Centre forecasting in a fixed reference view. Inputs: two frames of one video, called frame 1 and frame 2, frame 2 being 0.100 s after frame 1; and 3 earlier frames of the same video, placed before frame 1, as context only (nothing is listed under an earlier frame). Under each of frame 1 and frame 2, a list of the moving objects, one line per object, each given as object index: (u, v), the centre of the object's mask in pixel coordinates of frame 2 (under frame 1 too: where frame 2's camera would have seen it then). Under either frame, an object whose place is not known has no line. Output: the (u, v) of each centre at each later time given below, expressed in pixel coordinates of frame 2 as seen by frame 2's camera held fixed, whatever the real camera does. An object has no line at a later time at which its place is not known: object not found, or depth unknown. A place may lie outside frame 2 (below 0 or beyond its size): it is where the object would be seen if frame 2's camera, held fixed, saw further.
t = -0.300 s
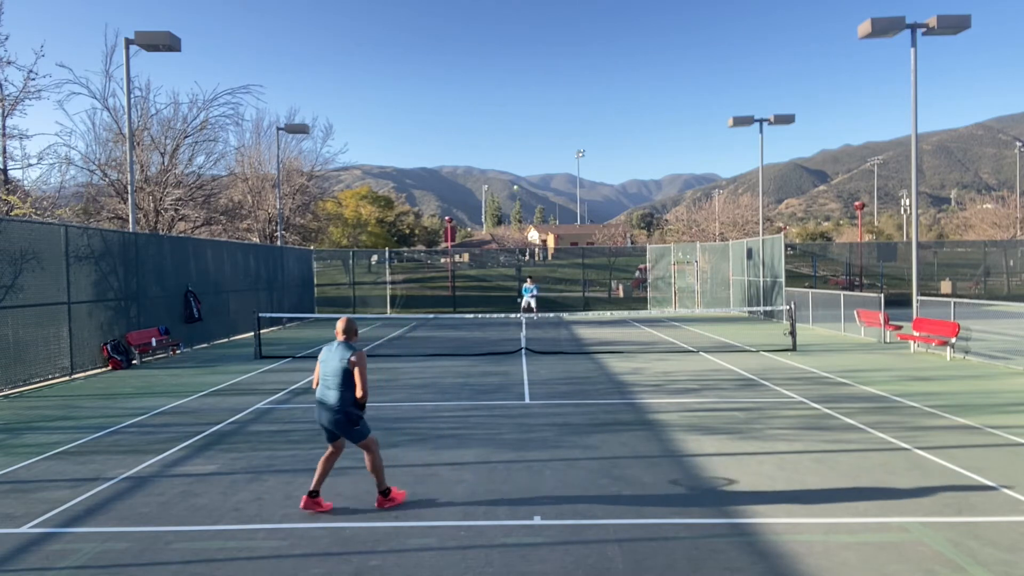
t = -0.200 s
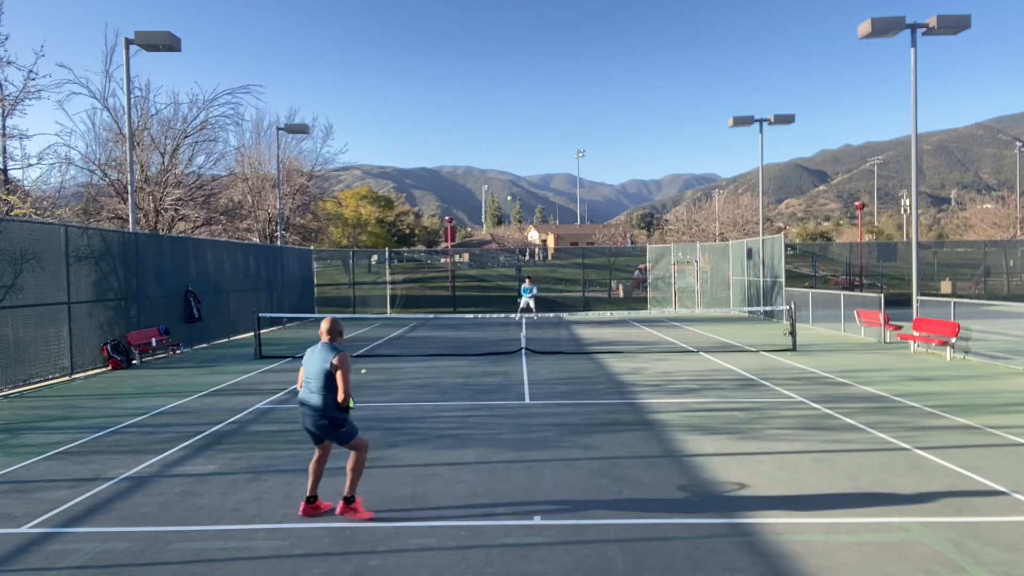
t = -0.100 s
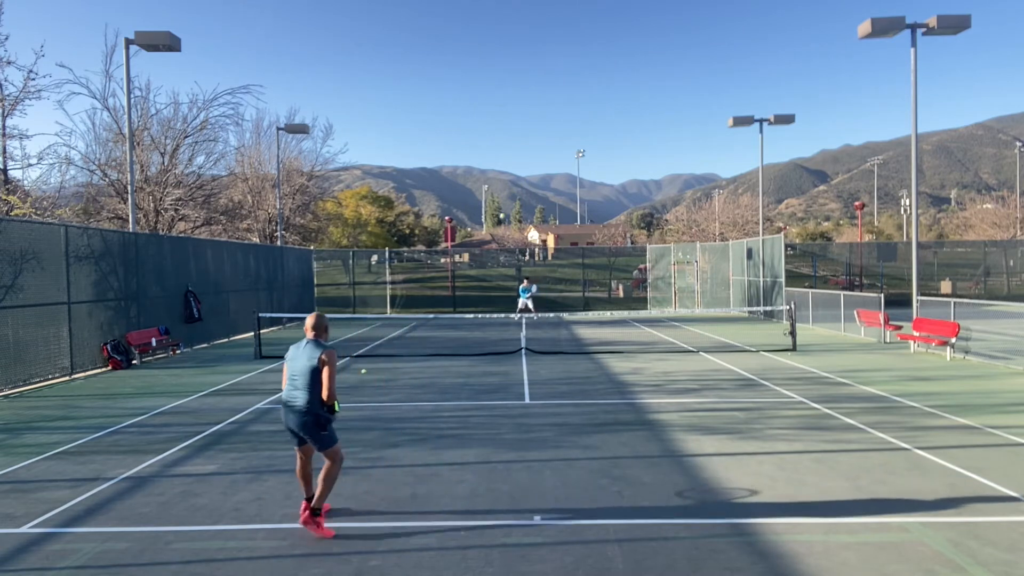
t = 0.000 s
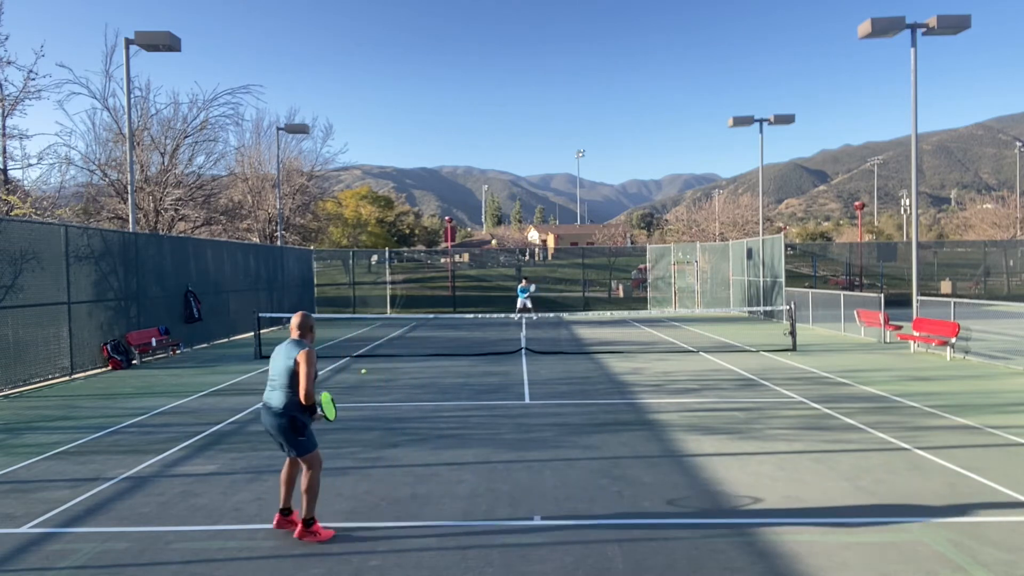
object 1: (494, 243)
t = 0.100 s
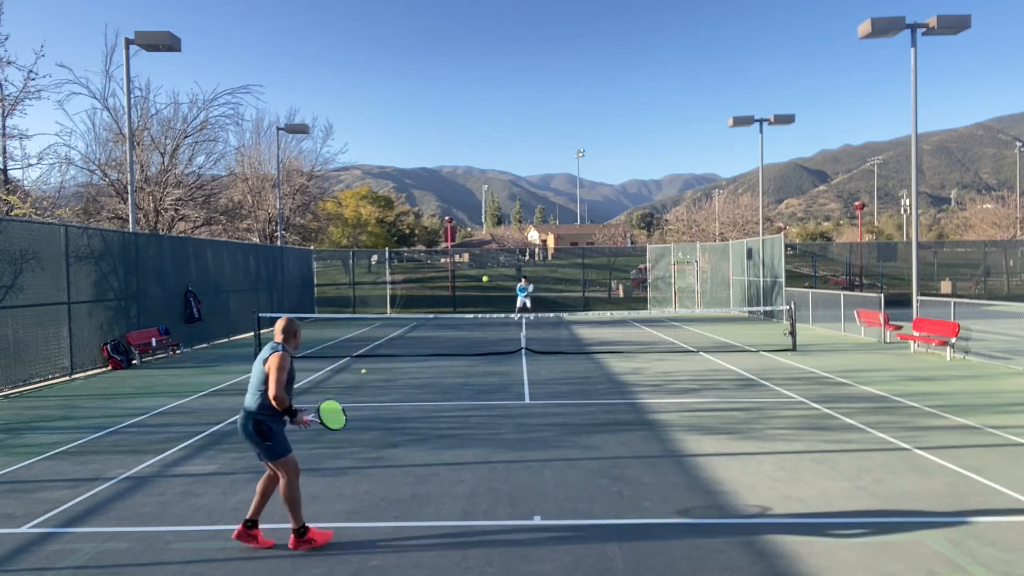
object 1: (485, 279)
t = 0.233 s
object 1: (470, 349)
